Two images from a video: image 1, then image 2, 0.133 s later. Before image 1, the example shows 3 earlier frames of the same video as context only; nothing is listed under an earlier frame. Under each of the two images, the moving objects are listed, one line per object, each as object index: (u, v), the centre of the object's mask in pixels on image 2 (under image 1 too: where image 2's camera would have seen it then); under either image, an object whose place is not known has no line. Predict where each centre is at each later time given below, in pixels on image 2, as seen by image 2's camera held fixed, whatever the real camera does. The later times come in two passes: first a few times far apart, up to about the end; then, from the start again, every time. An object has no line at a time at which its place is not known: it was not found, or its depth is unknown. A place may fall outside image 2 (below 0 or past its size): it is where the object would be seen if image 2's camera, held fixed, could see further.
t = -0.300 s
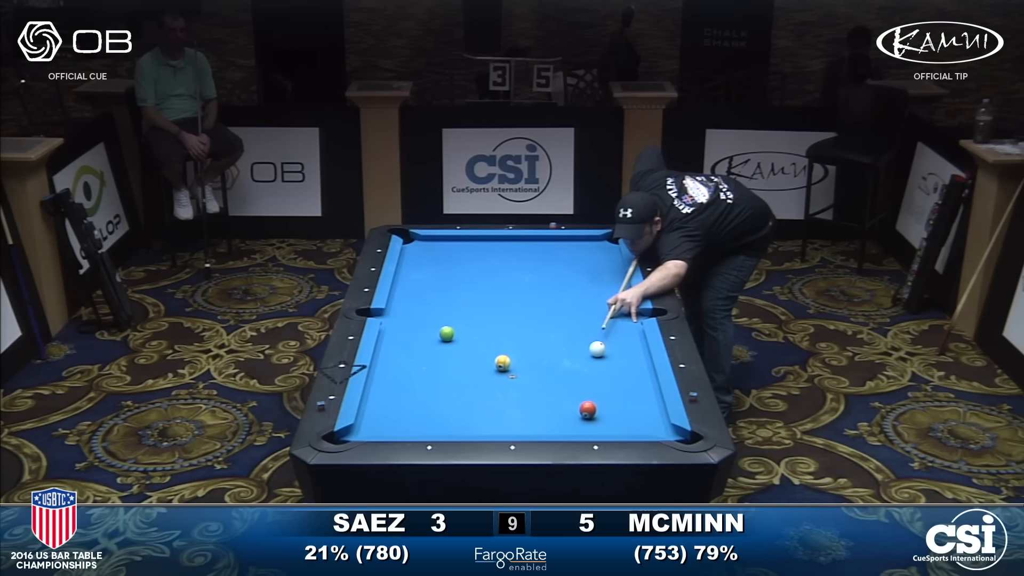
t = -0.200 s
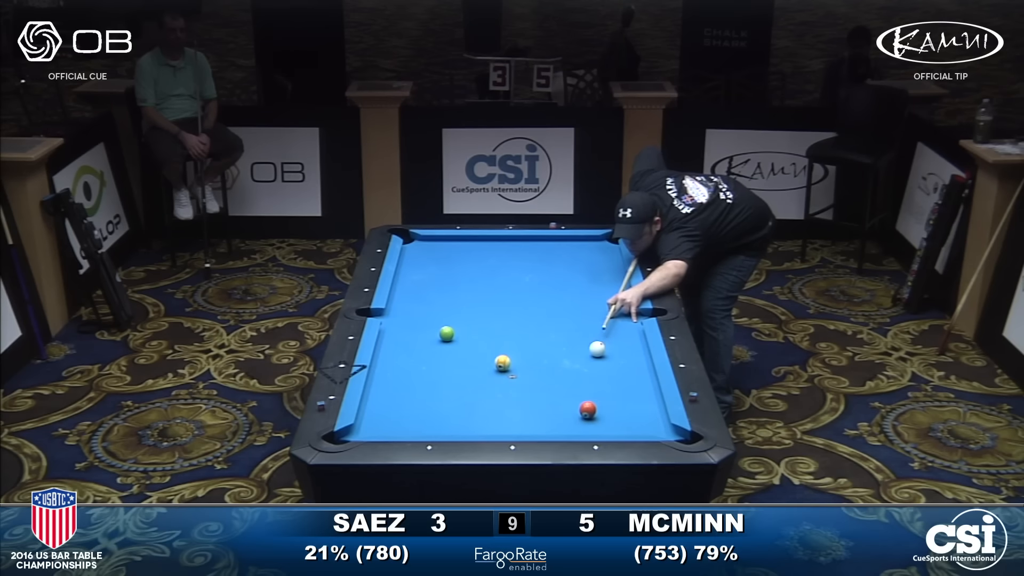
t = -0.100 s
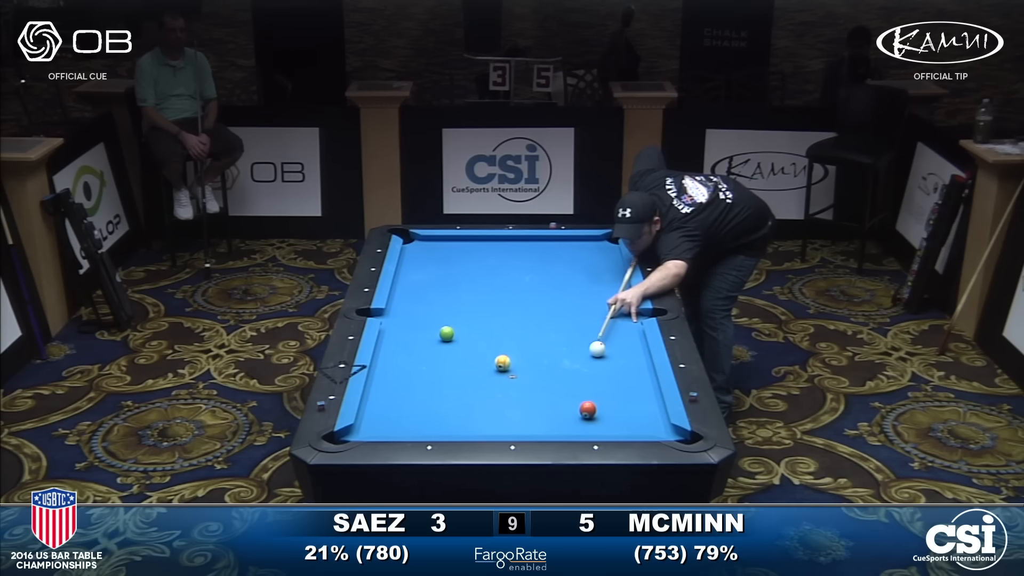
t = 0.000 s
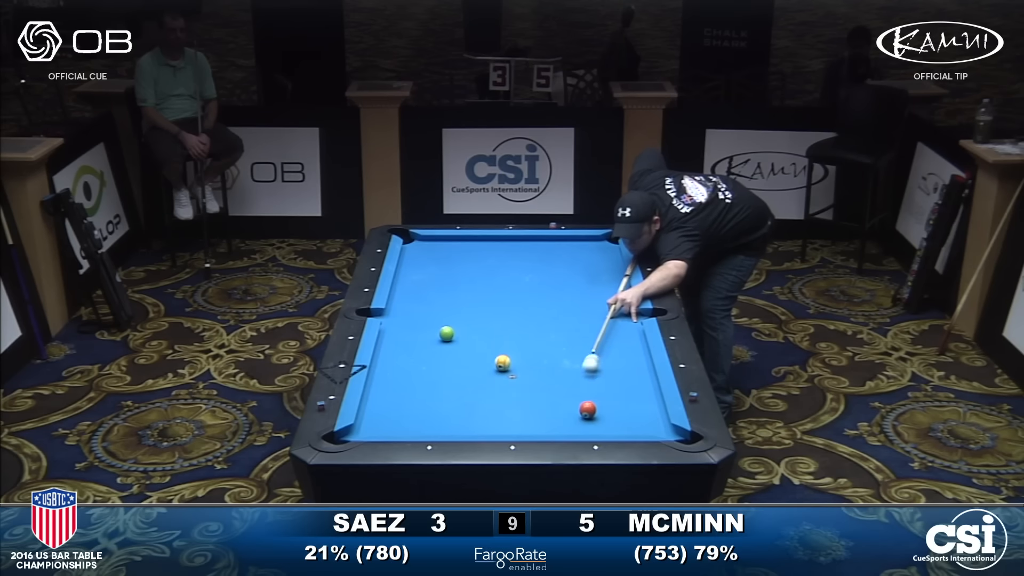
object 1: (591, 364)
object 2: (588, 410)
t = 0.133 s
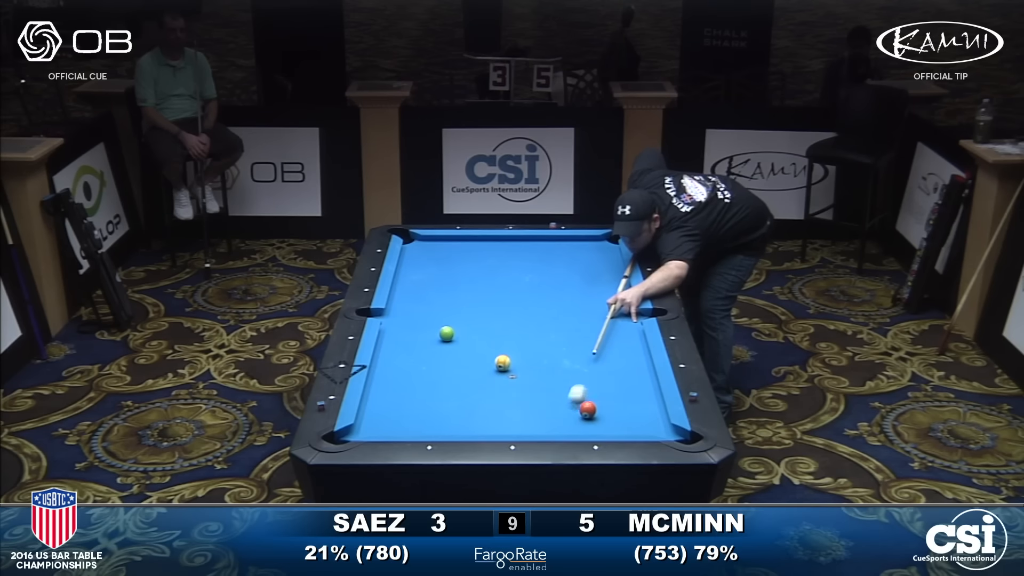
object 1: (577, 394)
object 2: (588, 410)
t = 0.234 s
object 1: (558, 416)
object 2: (595, 413)
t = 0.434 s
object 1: (508, 417)
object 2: (616, 420)
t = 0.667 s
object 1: (455, 392)
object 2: (638, 427)
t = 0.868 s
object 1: (413, 373)
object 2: (658, 432)
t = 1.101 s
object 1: (387, 352)
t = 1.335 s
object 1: (417, 334)
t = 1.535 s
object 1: (440, 320)
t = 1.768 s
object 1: (466, 305)
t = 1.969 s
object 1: (486, 294)
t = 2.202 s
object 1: (507, 281)
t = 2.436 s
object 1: (527, 270)
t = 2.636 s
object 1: (542, 260)
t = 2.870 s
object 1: (559, 250)
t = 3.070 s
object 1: (573, 242)
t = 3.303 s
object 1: (588, 240)
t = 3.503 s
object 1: (602, 244)
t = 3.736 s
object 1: (612, 249)
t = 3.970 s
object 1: (605, 254)
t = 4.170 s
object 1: (599, 257)
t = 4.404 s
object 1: (592, 261)
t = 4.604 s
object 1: (586, 265)
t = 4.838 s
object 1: (580, 268)
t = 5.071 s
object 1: (574, 272)
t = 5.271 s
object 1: (569, 274)
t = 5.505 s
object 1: (564, 277)
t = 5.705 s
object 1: (560, 280)
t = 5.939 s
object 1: (556, 282)
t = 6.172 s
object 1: (552, 284)
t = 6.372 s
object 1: (549, 286)
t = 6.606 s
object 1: (546, 287)
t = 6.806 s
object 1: (544, 288)
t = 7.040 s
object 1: (542, 289)
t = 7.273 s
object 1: (541, 290)
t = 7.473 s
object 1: (541, 290)
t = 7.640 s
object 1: (541, 291)
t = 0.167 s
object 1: (574, 401)
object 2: (588, 410)
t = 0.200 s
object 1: (567, 409)
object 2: (591, 411)
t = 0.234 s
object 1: (558, 416)
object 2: (595, 413)
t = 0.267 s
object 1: (550, 423)
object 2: (599, 414)
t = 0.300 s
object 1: (542, 428)
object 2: (602, 415)
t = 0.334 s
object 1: (533, 428)
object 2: (606, 416)
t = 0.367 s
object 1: (524, 425)
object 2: (609, 418)
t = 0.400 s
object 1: (516, 421)
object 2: (612, 419)
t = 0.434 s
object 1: (508, 417)
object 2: (616, 420)
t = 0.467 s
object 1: (500, 414)
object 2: (619, 421)
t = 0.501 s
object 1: (492, 410)
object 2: (622, 422)
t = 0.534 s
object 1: (485, 406)
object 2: (625, 424)
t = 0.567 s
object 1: (477, 403)
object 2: (628, 425)
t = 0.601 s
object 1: (470, 400)
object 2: (632, 425)
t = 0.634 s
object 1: (462, 396)
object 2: (635, 426)
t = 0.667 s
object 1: (455, 392)
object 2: (638, 427)
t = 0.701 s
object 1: (448, 389)
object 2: (641, 428)
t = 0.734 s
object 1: (441, 386)
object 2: (645, 428)
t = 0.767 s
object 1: (434, 383)
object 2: (648, 429)
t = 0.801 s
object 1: (427, 380)
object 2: (651, 430)
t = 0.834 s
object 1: (420, 376)
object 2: (655, 431)
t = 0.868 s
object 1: (413, 373)
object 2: (658, 432)
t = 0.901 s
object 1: (407, 370)
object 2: (662, 433)
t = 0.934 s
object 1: (400, 367)
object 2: (665, 434)
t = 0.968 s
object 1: (394, 364)
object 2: (668, 435)
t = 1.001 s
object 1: (388, 361)
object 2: (672, 438)
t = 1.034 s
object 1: (382, 358)
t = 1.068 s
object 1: (382, 355)
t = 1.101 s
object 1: (387, 352)
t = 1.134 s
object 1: (392, 350)
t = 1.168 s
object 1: (397, 347)
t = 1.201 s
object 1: (401, 344)
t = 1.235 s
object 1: (405, 342)
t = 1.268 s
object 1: (409, 339)
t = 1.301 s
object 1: (413, 337)
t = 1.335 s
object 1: (417, 334)
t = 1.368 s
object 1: (421, 332)
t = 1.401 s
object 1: (425, 330)
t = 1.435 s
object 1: (429, 327)
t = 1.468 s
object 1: (433, 325)
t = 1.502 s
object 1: (437, 322)
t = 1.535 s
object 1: (440, 320)
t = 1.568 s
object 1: (445, 318)
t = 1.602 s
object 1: (448, 316)
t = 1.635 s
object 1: (452, 314)
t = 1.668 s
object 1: (455, 312)
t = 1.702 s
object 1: (459, 310)
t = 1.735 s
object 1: (463, 308)
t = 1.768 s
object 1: (466, 305)
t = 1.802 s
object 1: (469, 303)
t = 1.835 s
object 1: (473, 301)
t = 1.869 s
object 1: (476, 299)
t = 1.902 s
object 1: (479, 298)
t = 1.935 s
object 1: (483, 296)
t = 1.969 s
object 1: (486, 294)
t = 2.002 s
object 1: (489, 292)
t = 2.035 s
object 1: (492, 290)
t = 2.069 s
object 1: (495, 288)
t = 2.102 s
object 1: (498, 286)
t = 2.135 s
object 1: (501, 285)
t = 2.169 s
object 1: (504, 283)
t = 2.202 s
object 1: (507, 281)
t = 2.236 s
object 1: (510, 279)
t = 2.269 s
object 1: (513, 278)
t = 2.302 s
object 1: (516, 276)
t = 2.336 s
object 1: (519, 275)
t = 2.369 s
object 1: (522, 273)
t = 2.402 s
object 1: (524, 271)
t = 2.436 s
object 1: (527, 270)
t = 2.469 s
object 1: (530, 268)
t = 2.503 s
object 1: (532, 266)
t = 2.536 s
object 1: (535, 265)
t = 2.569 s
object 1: (537, 263)
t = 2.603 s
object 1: (540, 262)
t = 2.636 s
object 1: (542, 260)
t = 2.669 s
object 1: (545, 259)
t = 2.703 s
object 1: (547, 257)
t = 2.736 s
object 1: (550, 256)
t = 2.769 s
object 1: (552, 255)
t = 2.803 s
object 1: (555, 253)
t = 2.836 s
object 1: (557, 252)
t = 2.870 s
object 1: (559, 250)
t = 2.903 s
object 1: (561, 249)
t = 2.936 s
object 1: (564, 248)
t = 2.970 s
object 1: (566, 246)
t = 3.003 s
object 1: (569, 245)
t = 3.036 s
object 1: (571, 244)
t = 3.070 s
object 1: (573, 242)
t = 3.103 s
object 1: (575, 241)
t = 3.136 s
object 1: (577, 240)
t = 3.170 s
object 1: (579, 239)
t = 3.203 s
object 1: (581, 238)
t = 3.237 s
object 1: (584, 239)
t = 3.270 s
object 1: (586, 240)
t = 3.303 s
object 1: (588, 240)
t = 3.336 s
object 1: (591, 241)
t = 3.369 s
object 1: (593, 242)
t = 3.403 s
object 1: (595, 242)
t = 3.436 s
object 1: (597, 243)
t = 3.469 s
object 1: (600, 244)
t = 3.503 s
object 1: (602, 244)
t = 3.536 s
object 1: (605, 245)
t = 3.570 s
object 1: (607, 246)
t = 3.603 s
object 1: (609, 247)
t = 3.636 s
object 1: (611, 247)
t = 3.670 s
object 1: (613, 248)
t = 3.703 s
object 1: (613, 248)
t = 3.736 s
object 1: (612, 249)
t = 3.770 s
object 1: (611, 250)
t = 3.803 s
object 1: (610, 250)
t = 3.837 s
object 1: (609, 251)
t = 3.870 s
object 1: (608, 252)
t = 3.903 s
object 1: (607, 252)
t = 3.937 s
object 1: (606, 253)
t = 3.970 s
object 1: (605, 254)
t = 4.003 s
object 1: (604, 254)
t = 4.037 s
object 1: (603, 255)
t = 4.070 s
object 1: (602, 255)
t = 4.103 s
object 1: (601, 256)
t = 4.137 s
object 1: (600, 257)
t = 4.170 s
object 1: (599, 257)
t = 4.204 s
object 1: (598, 258)
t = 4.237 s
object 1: (597, 258)
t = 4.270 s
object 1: (596, 259)
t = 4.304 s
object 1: (595, 259)
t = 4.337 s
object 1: (594, 260)
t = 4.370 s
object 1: (593, 261)
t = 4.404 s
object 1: (592, 261)
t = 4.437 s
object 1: (591, 262)
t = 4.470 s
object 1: (590, 262)
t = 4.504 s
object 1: (589, 263)
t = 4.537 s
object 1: (588, 263)
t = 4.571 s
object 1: (587, 264)
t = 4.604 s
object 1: (586, 265)
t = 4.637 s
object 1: (585, 265)
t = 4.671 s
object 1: (584, 266)
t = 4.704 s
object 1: (583, 266)
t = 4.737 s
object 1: (582, 267)
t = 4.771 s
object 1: (581, 267)
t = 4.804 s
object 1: (581, 268)
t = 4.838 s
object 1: (580, 268)
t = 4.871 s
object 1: (579, 269)
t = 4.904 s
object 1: (578, 269)
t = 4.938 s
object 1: (577, 270)
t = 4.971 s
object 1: (576, 270)
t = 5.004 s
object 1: (575, 271)
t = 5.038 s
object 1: (575, 271)
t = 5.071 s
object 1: (574, 272)
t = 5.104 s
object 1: (573, 272)
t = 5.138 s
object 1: (572, 273)
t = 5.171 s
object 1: (571, 273)
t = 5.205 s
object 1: (571, 274)
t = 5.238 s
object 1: (570, 274)
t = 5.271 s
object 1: (569, 274)
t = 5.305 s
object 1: (568, 275)
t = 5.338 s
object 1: (568, 275)
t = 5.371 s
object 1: (567, 276)
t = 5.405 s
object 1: (566, 276)
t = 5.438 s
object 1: (565, 277)
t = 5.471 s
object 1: (565, 277)
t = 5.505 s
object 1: (564, 277)
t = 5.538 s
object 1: (563, 278)
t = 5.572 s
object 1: (562, 278)
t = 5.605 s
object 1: (562, 278)
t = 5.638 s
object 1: (561, 279)
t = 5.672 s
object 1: (561, 279)
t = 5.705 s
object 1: (560, 280)
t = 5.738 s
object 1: (559, 280)
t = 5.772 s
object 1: (559, 280)
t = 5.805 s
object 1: (558, 281)
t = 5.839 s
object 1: (557, 281)
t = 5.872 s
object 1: (557, 281)
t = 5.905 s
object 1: (556, 282)
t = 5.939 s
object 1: (556, 282)
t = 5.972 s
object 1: (555, 282)
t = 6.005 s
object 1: (555, 283)
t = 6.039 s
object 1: (554, 283)
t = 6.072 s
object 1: (554, 283)
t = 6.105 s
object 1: (553, 284)
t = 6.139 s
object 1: (553, 284)
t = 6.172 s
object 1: (552, 284)
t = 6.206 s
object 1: (552, 284)
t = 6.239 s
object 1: (551, 285)
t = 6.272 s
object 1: (551, 285)
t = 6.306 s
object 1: (550, 285)
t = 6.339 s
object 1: (550, 286)
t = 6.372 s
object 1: (549, 286)
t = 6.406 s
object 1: (549, 286)
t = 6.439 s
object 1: (548, 286)
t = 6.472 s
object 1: (548, 286)
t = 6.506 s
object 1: (548, 287)
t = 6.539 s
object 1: (547, 287)
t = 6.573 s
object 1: (547, 287)
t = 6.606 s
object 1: (546, 287)
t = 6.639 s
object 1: (546, 287)
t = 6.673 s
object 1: (546, 288)
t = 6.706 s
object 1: (545, 288)
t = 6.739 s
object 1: (545, 288)
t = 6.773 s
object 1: (544, 288)
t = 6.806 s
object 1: (544, 288)
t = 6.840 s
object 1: (544, 288)
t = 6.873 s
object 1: (543, 289)
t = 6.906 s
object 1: (543, 289)
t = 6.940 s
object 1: (543, 289)
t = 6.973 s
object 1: (543, 289)
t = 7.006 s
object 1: (542, 289)
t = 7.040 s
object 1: (542, 289)
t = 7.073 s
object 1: (542, 289)
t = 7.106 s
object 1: (542, 289)
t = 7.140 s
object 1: (541, 290)
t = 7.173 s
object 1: (541, 290)
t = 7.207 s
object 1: (541, 290)
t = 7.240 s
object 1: (541, 290)
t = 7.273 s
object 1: (541, 290)
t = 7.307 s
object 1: (541, 290)
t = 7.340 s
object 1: (541, 290)
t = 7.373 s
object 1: (541, 290)
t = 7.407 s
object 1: (541, 290)
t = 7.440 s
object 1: (541, 290)
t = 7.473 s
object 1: (541, 290)
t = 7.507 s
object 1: (541, 290)
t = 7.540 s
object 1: (541, 290)
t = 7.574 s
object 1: (541, 291)
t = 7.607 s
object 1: (541, 291)
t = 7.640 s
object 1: (541, 291)
